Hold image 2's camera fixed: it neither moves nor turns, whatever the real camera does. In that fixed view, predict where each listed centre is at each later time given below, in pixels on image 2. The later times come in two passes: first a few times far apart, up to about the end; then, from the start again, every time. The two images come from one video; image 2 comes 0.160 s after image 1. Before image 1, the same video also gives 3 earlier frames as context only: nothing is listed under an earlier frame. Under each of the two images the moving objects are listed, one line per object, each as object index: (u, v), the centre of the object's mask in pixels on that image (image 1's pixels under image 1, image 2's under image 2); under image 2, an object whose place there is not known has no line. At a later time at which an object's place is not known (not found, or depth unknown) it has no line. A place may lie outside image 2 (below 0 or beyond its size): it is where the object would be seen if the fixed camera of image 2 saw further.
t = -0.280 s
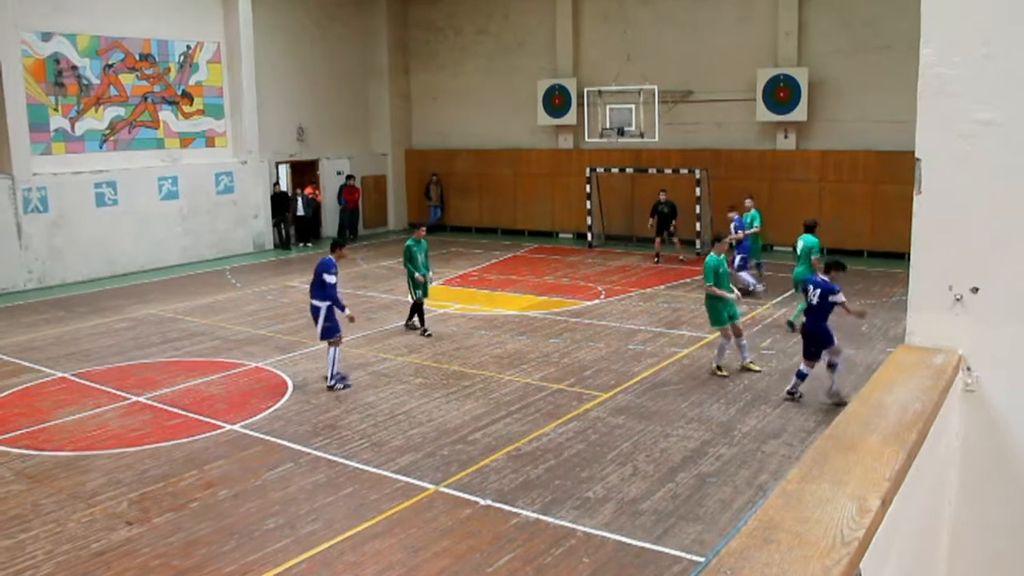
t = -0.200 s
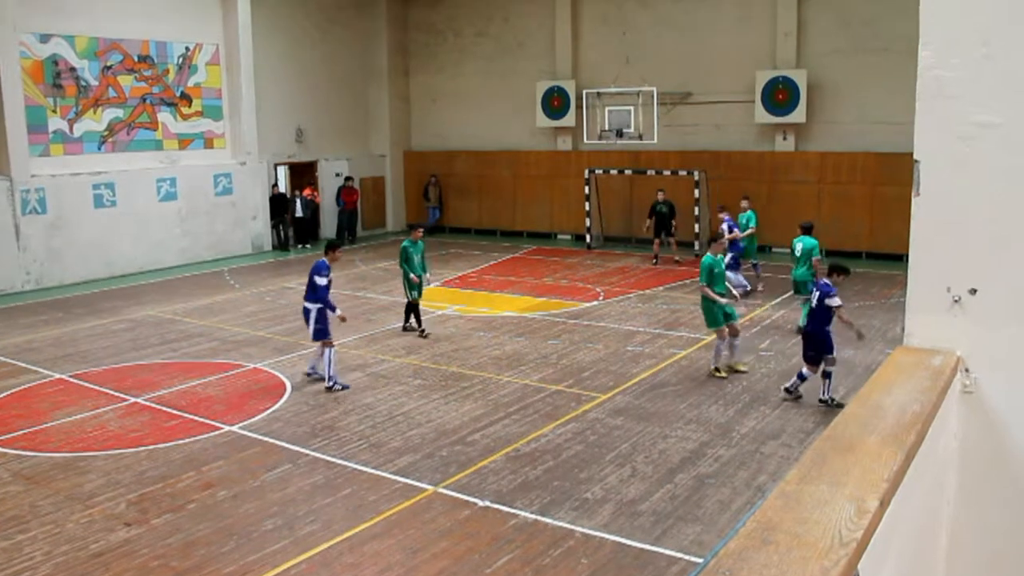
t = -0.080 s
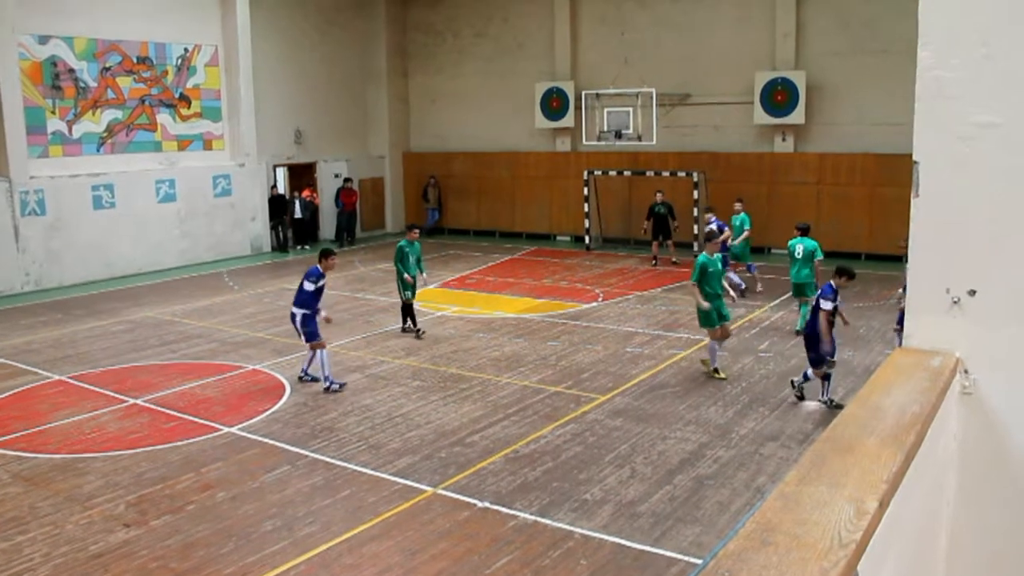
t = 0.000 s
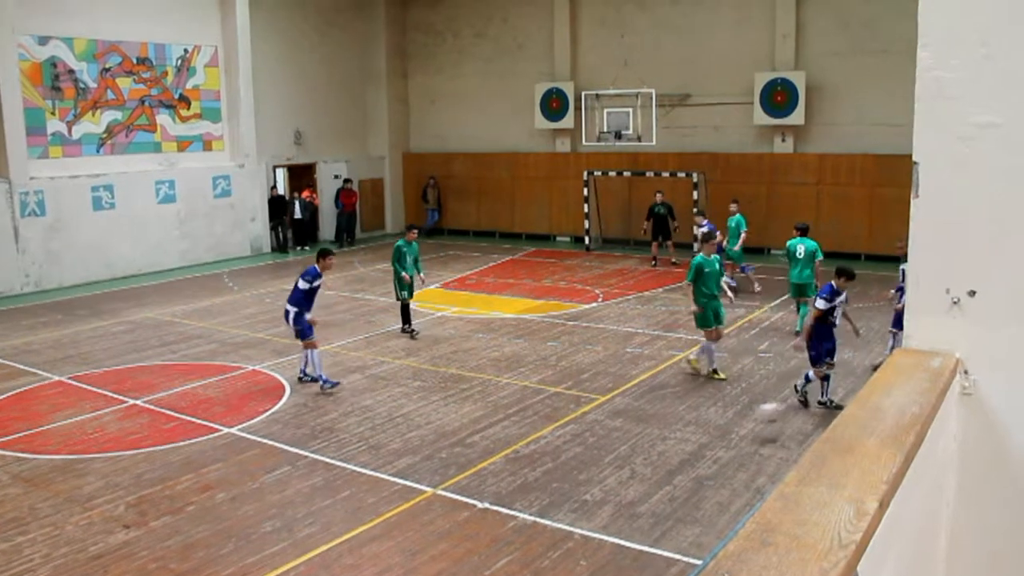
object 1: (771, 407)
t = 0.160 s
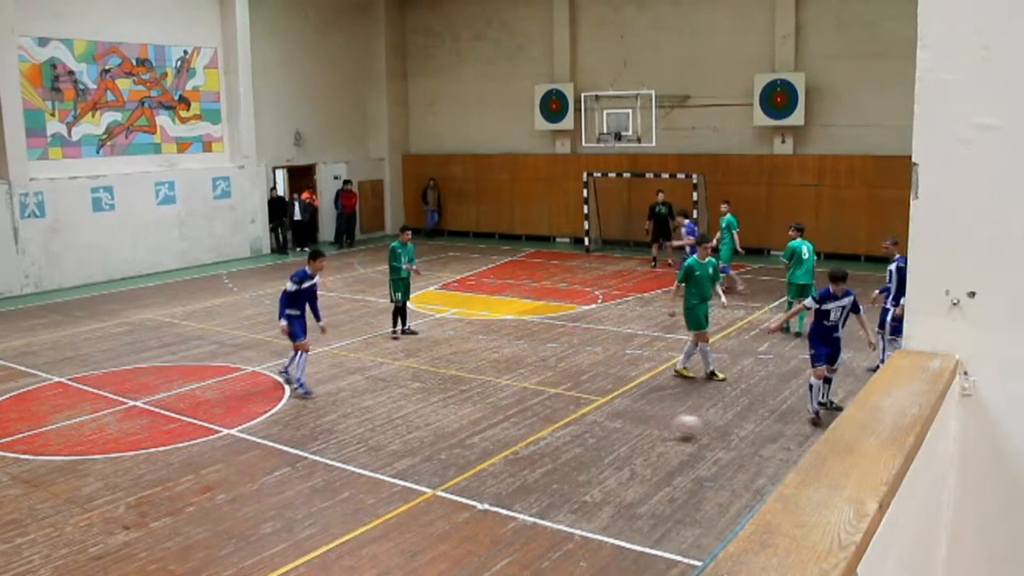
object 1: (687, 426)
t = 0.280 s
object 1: (629, 422)
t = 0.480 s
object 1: (533, 420)
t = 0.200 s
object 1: (668, 424)
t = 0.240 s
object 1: (649, 421)
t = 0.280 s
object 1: (629, 422)
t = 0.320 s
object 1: (609, 423)
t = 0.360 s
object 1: (589, 424)
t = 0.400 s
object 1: (570, 422)
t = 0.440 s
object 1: (550, 419)
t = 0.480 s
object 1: (533, 420)
